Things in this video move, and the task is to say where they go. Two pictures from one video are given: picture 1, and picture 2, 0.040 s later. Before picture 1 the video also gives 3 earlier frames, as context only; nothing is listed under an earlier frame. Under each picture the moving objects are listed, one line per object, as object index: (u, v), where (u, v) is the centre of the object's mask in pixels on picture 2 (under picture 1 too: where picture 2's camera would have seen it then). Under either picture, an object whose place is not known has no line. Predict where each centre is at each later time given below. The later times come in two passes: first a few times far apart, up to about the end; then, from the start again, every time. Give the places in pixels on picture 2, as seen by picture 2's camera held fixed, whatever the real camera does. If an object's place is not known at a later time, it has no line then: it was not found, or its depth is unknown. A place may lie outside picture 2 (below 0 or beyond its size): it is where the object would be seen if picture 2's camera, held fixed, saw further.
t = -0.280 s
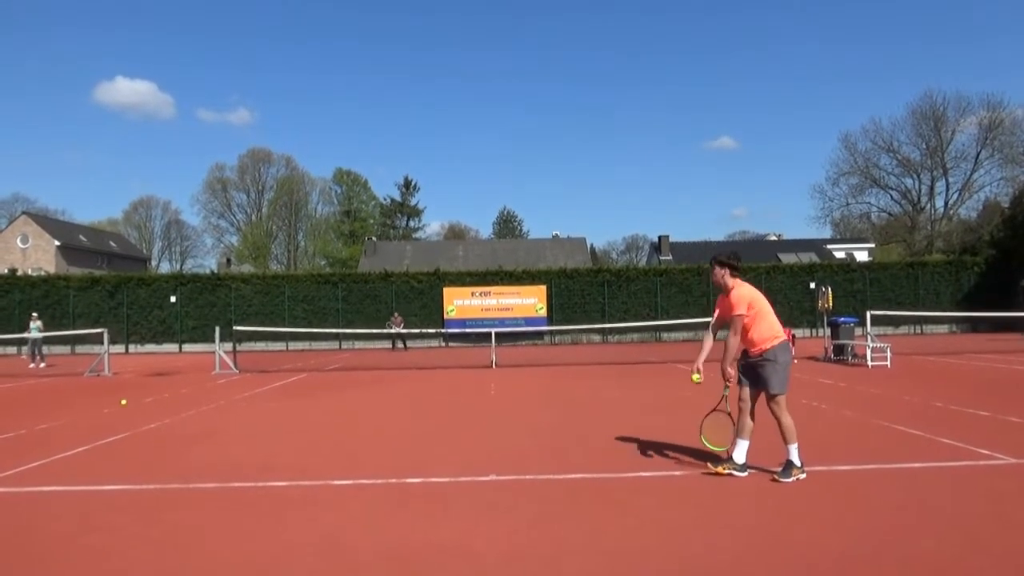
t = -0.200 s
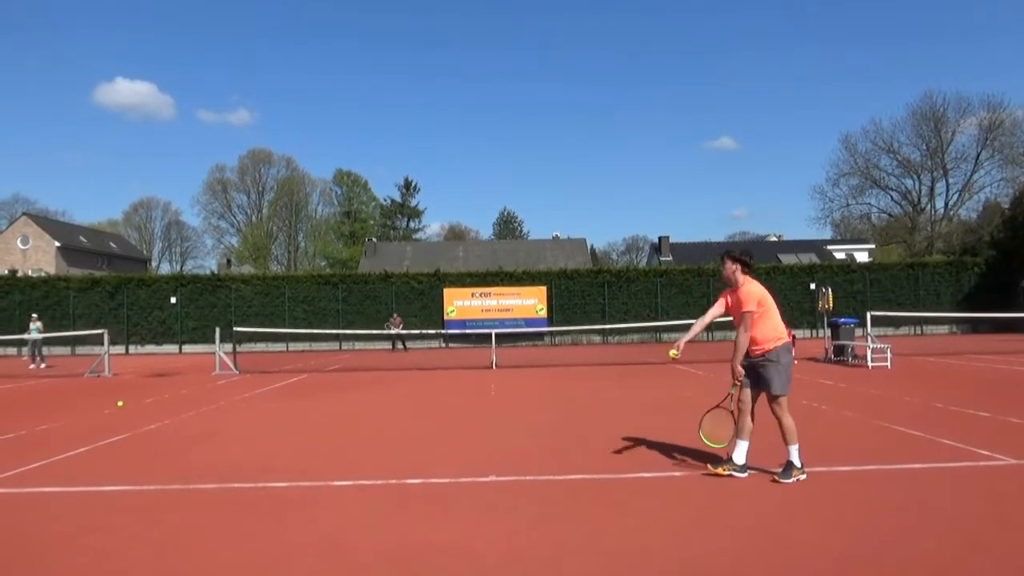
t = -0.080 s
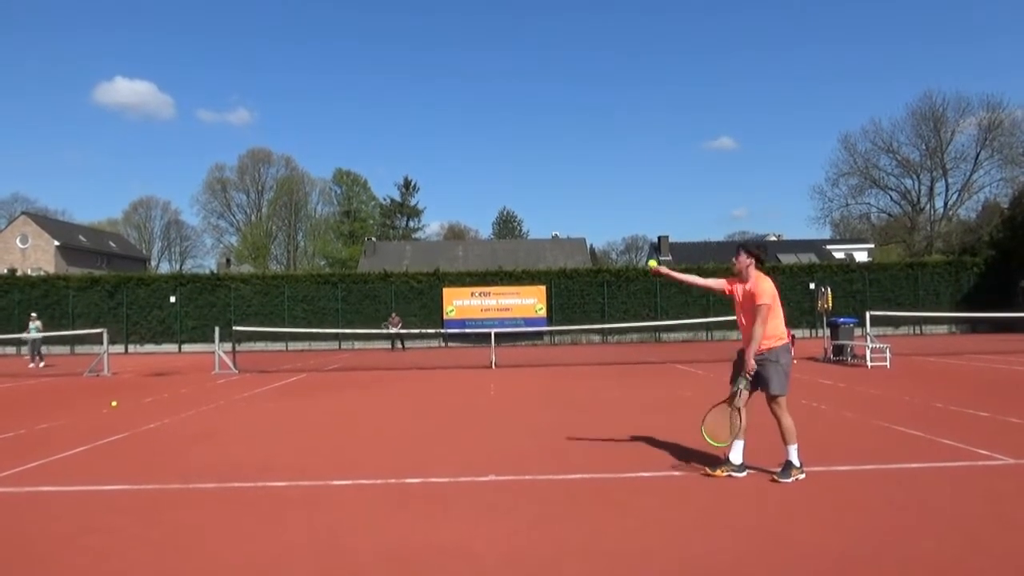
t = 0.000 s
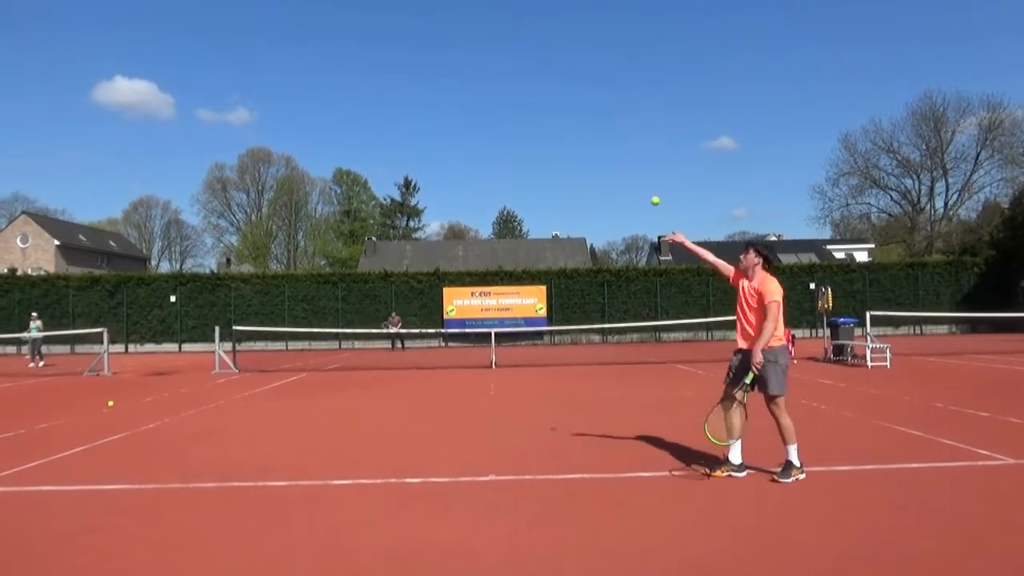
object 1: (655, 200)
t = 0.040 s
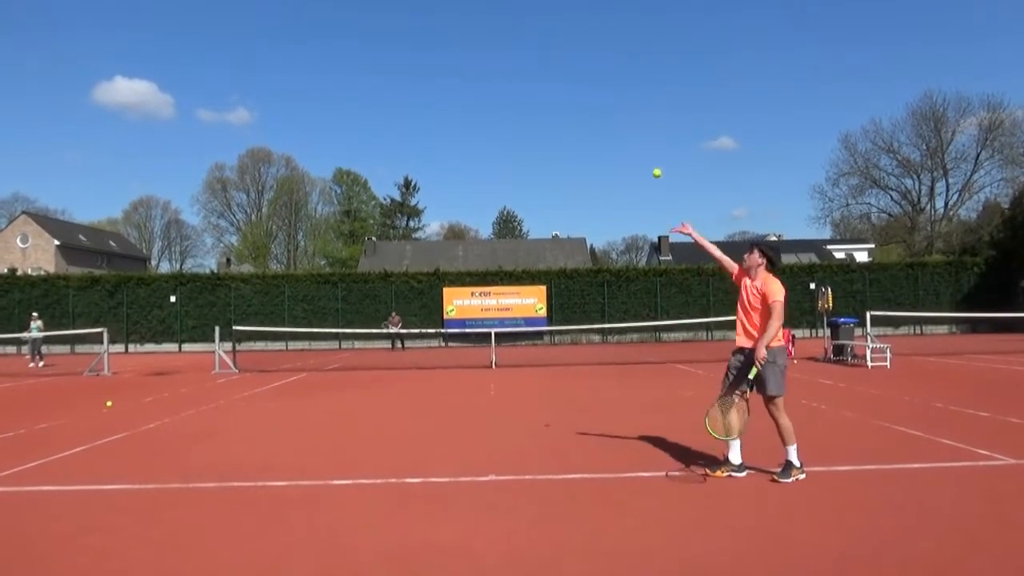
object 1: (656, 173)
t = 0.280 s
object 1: (665, 51)
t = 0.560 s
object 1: (676, 4)
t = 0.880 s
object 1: (690, 65)
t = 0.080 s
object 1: (658, 147)
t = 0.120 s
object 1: (659, 123)
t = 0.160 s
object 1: (660, 102)
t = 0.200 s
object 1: (662, 83)
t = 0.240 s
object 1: (663, 66)
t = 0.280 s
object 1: (665, 51)
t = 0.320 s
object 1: (666, 38)
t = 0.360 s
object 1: (668, 28)
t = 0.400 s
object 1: (669, 19)
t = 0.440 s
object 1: (671, 12)
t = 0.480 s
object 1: (673, 7)
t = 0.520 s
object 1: (674, 4)
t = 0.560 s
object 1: (676, 4)
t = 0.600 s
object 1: (678, 4)
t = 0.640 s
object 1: (679, 7)
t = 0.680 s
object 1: (681, 13)
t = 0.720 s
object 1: (683, 19)
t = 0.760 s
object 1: (684, 28)
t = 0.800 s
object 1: (686, 39)
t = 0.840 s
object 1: (688, 51)
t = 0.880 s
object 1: (690, 65)
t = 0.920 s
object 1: (692, 82)
